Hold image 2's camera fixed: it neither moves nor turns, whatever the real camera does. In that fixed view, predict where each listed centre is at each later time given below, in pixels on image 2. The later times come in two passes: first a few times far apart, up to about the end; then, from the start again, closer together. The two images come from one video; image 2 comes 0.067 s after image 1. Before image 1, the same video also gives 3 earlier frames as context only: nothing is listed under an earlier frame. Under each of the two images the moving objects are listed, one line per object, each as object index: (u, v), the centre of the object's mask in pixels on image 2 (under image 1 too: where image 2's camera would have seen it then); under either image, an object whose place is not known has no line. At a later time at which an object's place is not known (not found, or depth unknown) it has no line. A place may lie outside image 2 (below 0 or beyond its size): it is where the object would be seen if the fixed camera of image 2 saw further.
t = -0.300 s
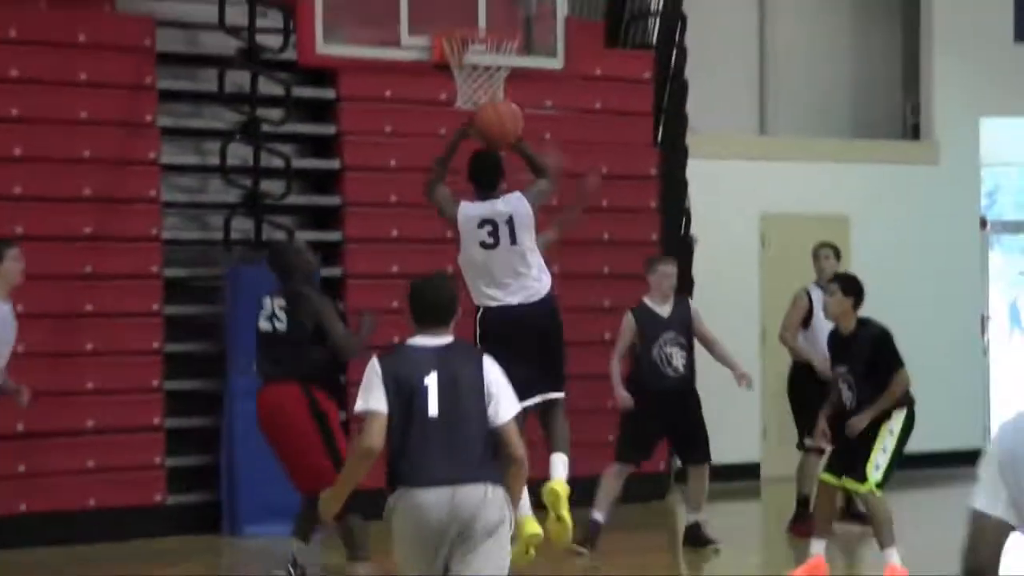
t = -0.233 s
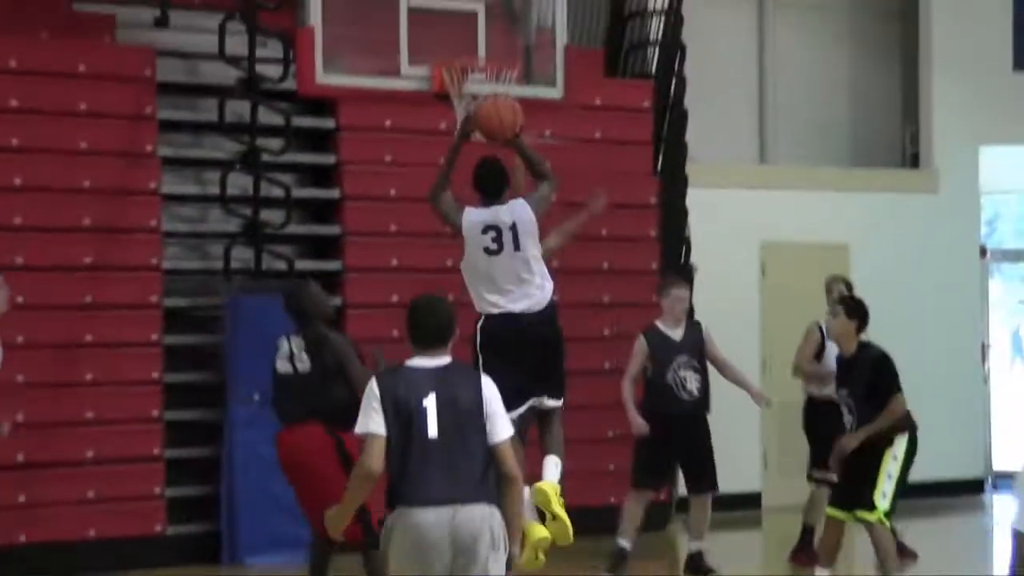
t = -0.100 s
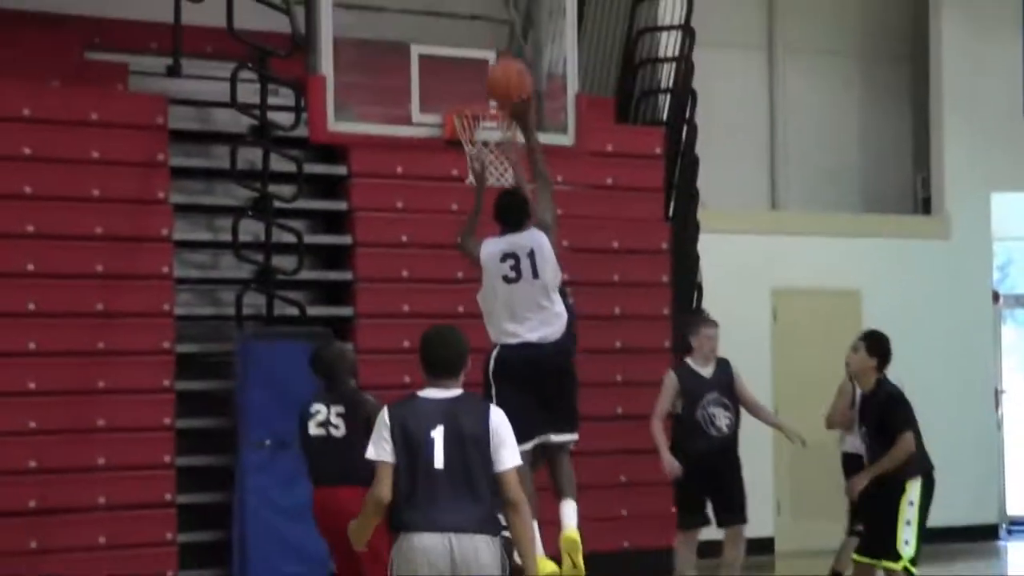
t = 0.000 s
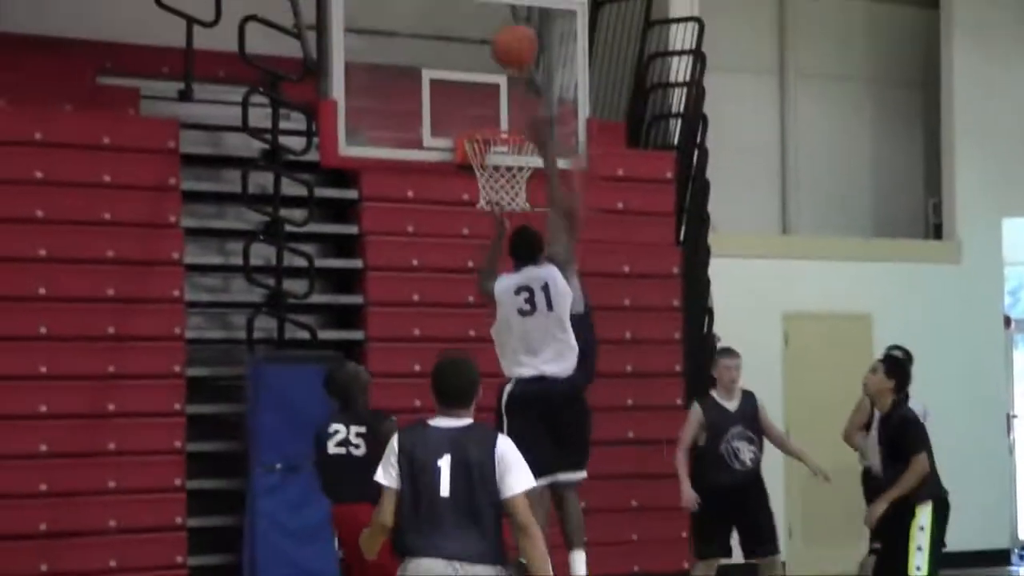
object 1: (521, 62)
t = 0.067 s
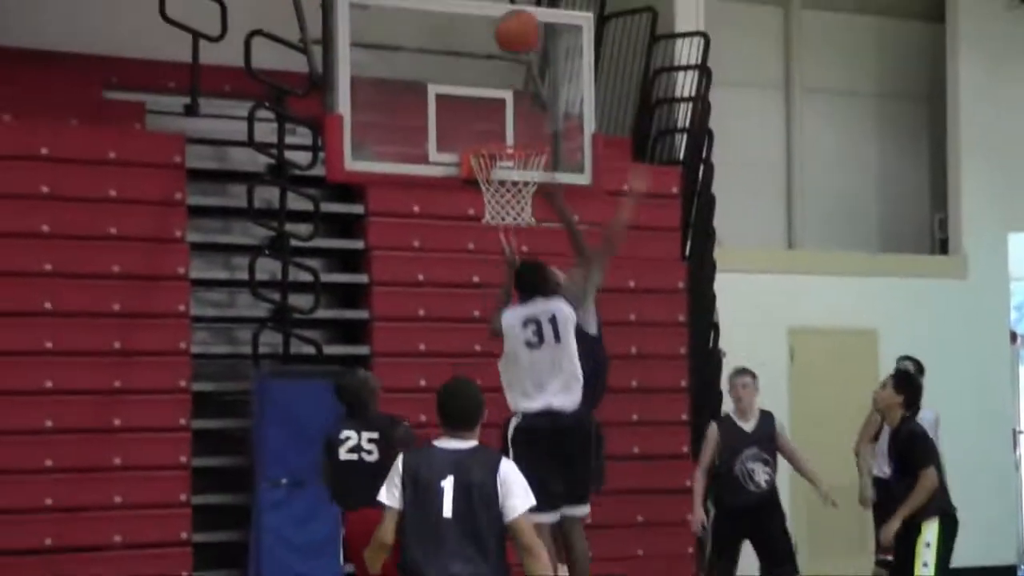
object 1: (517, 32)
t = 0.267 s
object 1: (512, 1)
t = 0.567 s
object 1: (505, 84)
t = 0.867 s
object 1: (505, 212)
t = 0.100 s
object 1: (517, 22)
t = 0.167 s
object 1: (514, 7)
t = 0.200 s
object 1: (514, 3)
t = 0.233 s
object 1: (513, 1)
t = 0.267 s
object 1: (512, 1)
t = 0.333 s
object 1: (510, 7)
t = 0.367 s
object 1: (508, 13)
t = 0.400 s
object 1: (508, 20)
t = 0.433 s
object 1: (507, 29)
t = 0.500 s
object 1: (506, 54)
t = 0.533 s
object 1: (505, 68)
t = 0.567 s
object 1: (505, 84)
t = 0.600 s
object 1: (503, 102)
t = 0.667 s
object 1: (503, 140)
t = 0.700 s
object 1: (502, 165)
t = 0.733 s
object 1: (505, 174)
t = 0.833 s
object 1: (505, 205)
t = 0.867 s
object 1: (505, 212)
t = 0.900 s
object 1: (507, 221)
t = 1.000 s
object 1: (515, 264)
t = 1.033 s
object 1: (515, 283)
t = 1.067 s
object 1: (519, 298)
